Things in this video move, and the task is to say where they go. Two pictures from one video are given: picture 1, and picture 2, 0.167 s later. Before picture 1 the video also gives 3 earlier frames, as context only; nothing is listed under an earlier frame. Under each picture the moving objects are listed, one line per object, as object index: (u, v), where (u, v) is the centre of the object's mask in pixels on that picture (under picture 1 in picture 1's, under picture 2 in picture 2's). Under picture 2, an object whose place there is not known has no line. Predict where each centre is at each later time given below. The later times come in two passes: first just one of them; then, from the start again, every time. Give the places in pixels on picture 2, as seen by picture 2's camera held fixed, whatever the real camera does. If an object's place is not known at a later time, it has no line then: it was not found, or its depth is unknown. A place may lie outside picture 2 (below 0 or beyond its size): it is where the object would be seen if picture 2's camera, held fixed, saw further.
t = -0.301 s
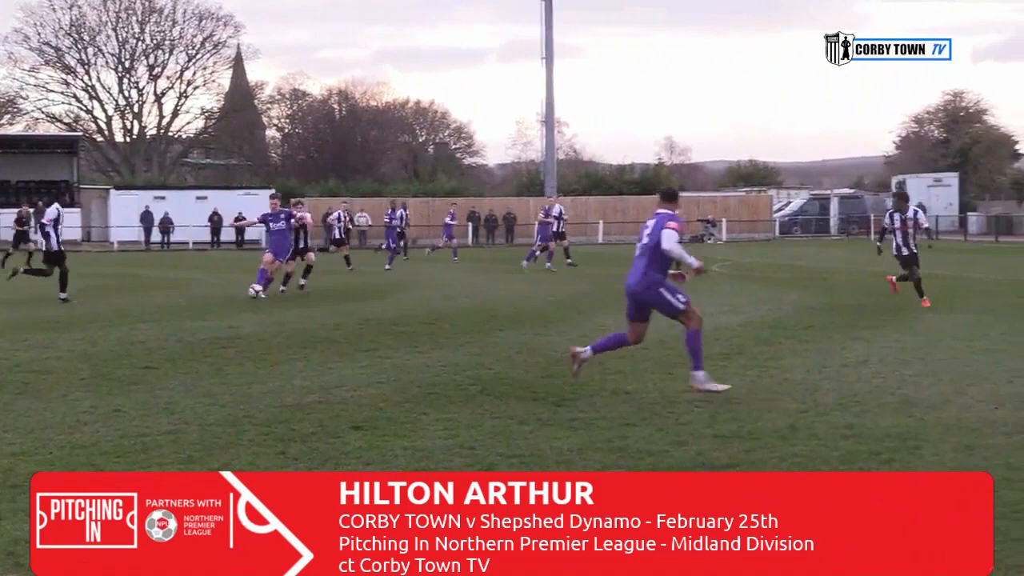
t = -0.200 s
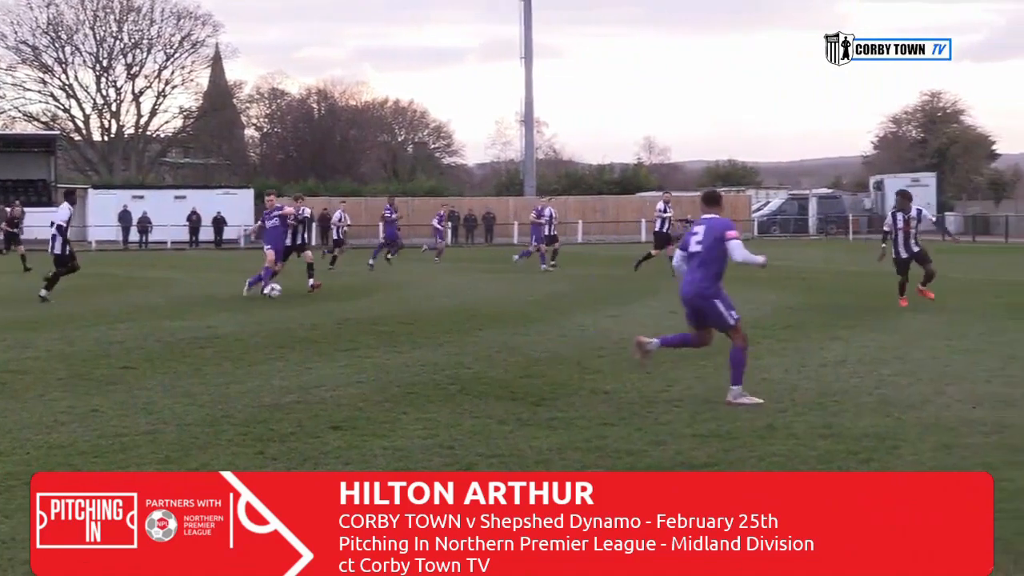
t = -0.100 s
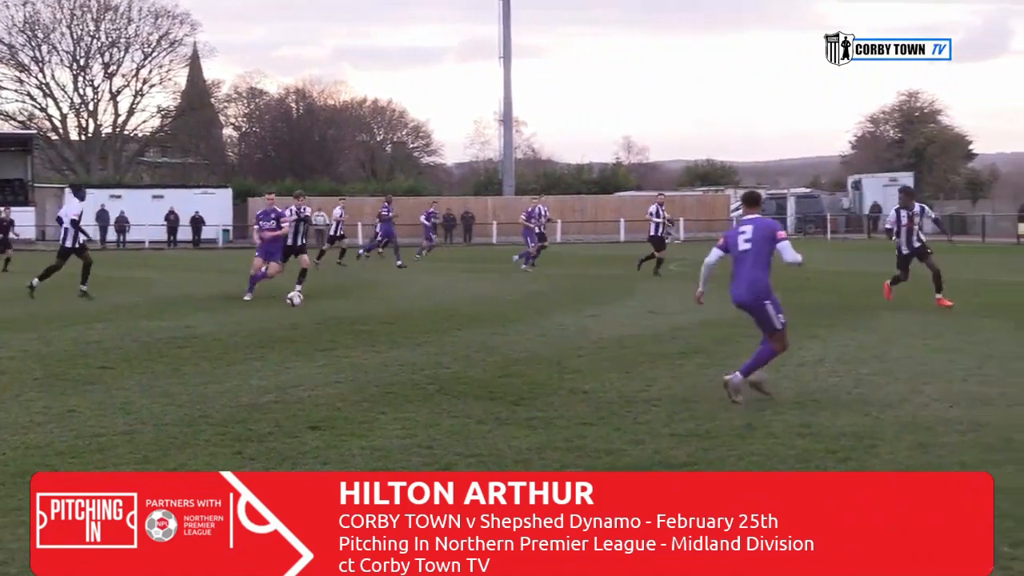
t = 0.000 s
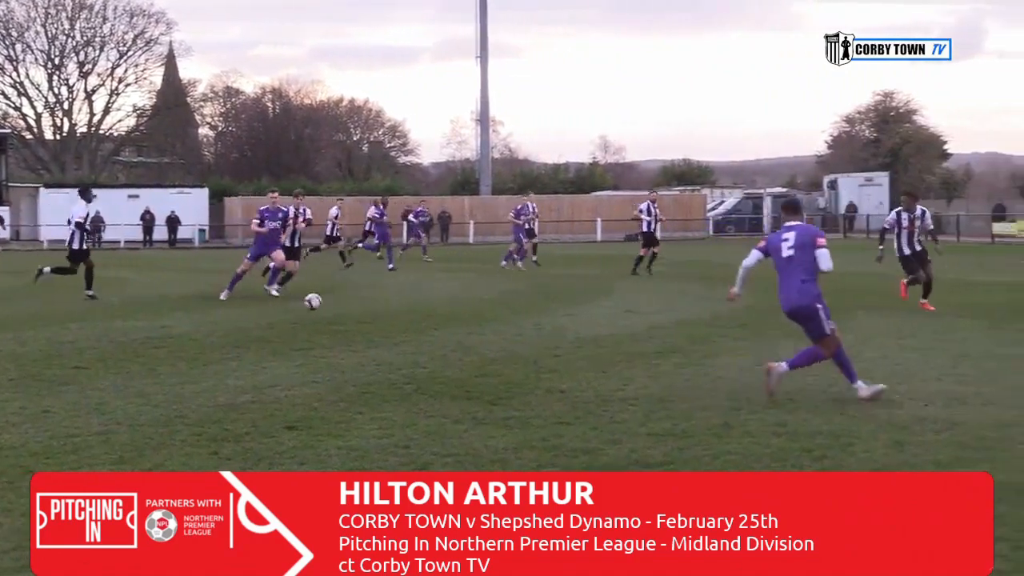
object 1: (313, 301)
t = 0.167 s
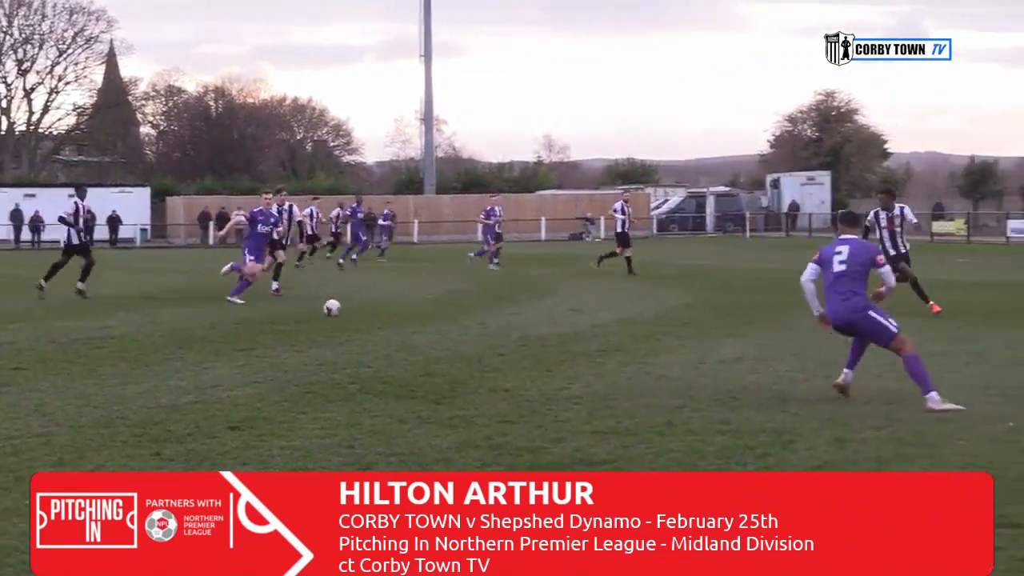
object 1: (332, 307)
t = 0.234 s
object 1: (354, 305)
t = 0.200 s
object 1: (339, 307)
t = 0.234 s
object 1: (354, 305)
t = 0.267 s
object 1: (368, 306)
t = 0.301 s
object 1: (375, 308)
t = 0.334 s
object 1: (389, 309)
